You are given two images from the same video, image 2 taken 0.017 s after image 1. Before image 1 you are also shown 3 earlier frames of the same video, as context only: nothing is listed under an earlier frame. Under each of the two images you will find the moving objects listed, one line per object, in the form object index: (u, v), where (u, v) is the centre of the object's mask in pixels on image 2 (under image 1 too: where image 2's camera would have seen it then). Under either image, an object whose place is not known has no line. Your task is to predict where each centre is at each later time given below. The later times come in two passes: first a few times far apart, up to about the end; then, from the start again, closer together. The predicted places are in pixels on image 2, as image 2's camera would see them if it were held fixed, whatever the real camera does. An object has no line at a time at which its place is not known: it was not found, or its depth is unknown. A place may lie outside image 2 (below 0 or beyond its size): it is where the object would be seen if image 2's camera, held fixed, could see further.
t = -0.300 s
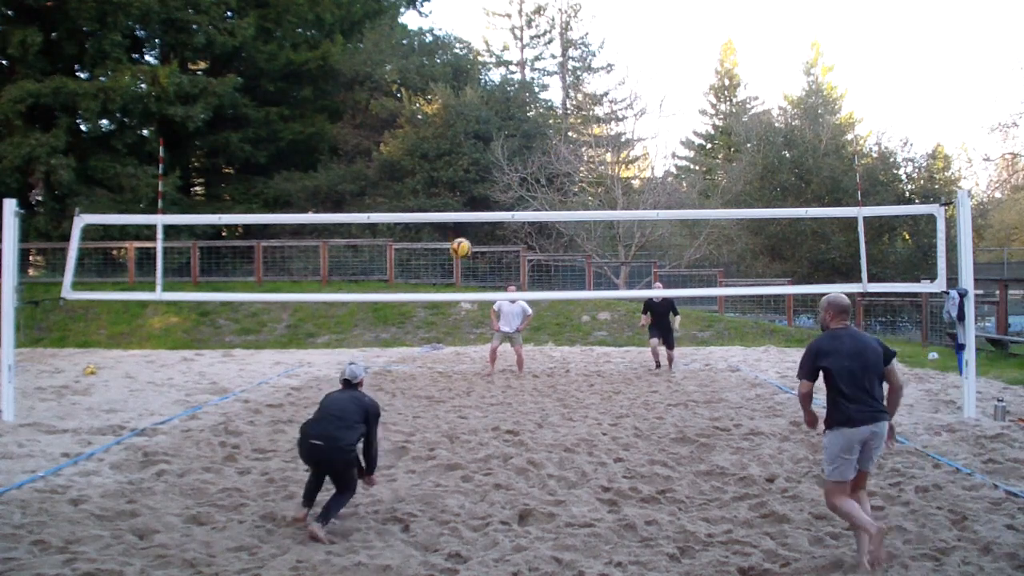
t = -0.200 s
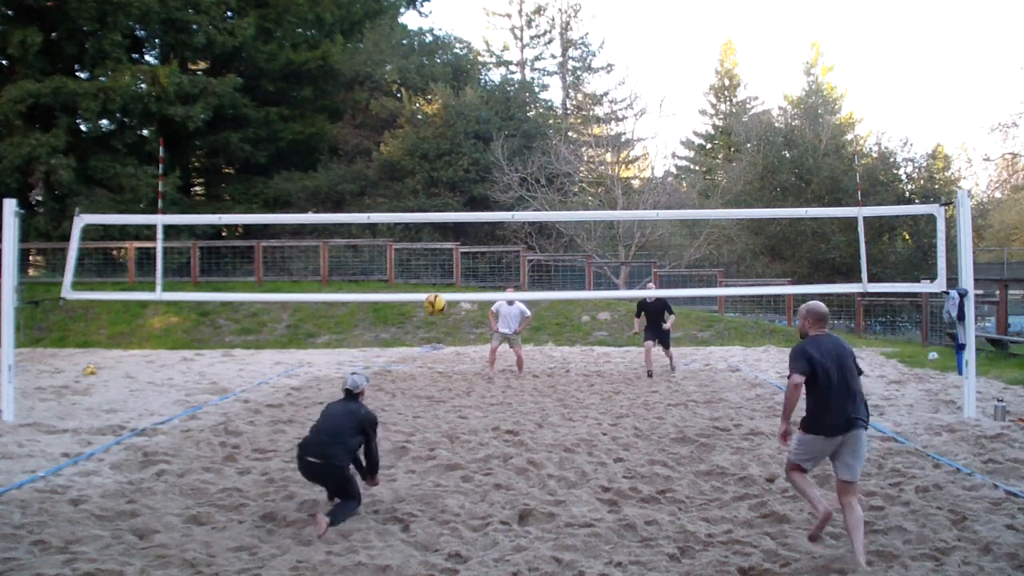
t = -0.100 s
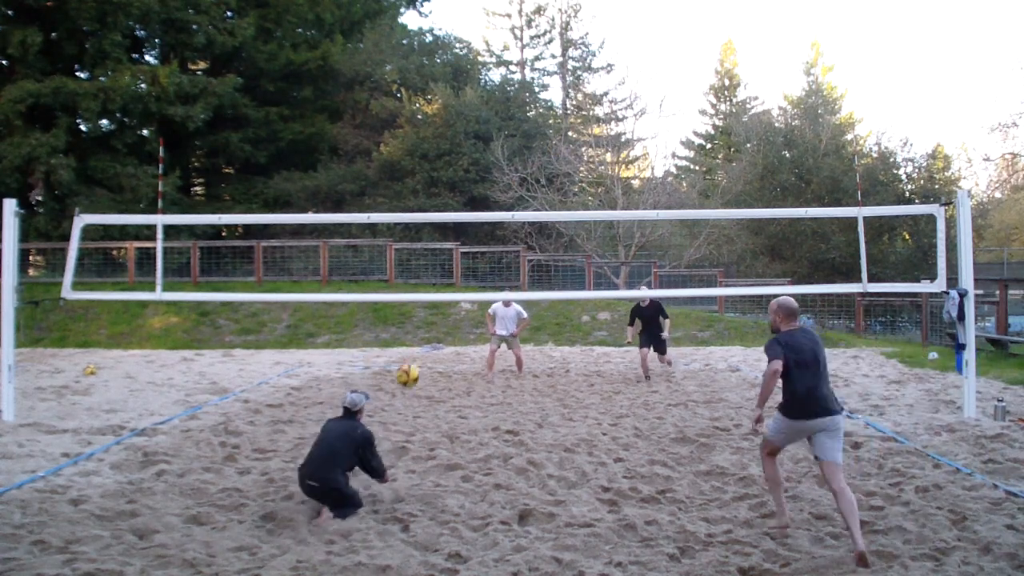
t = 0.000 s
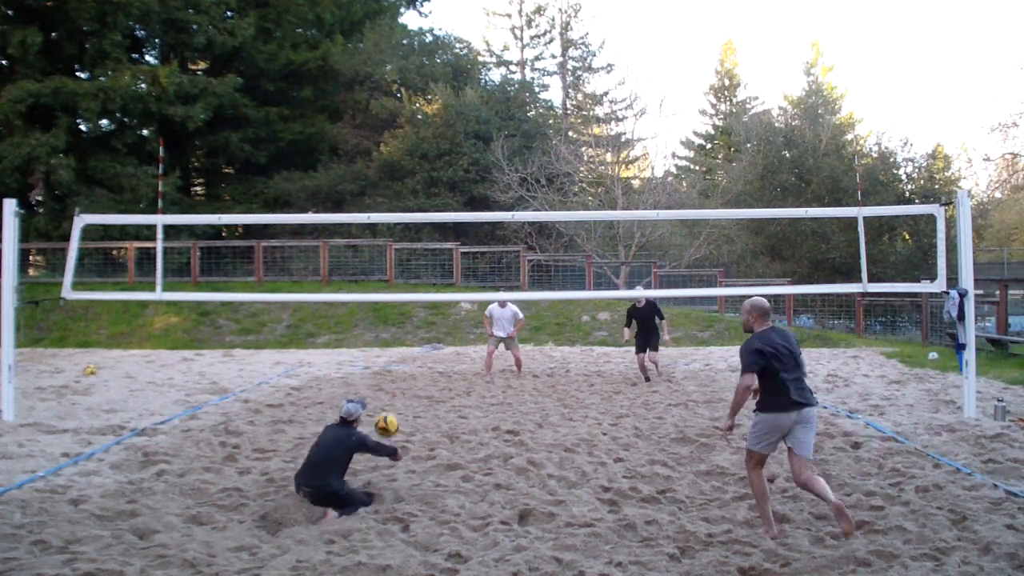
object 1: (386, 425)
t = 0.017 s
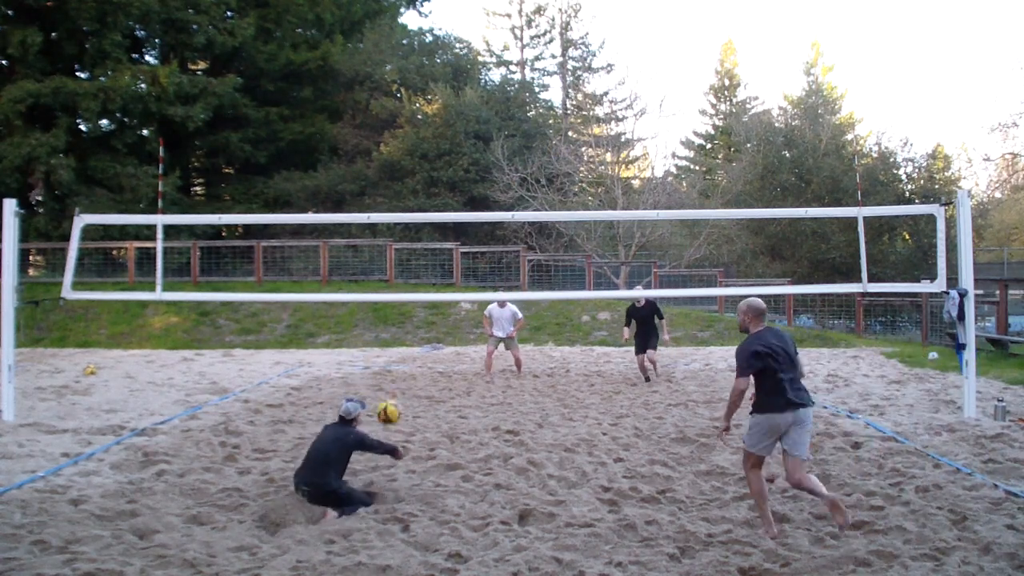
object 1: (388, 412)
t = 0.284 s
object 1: (414, 244)
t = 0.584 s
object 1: (443, 156)
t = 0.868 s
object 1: (471, 165)
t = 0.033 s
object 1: (390, 398)
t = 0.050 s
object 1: (391, 386)
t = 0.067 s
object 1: (393, 374)
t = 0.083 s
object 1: (395, 362)
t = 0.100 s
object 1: (396, 350)
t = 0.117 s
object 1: (398, 339)
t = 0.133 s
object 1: (400, 328)
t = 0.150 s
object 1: (401, 318)
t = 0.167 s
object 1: (402, 308)
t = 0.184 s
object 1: (404, 297)
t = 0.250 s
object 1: (411, 261)
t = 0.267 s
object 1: (412, 252)
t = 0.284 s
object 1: (414, 244)
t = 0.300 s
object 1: (415, 236)
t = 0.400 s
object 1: (425, 198)
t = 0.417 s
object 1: (427, 192)
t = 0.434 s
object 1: (428, 187)
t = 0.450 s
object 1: (430, 183)
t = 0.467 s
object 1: (431, 179)
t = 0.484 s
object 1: (433, 174)
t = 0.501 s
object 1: (435, 170)
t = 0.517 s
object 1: (436, 167)
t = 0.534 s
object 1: (438, 165)
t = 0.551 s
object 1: (439, 162)
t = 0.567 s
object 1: (441, 158)
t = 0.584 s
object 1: (443, 156)
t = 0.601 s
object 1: (445, 154)
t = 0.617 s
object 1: (446, 153)
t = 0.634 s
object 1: (447, 152)
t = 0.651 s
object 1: (449, 151)
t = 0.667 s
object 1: (451, 150)
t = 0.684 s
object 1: (452, 149)
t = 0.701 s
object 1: (455, 150)
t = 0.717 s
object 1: (456, 150)
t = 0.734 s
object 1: (458, 151)
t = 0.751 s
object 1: (459, 151)
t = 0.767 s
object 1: (461, 152)
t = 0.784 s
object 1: (462, 153)
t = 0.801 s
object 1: (464, 155)
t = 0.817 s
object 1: (466, 157)
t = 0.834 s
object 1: (467, 160)
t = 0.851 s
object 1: (469, 161)
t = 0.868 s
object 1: (471, 165)
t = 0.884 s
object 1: (473, 168)
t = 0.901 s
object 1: (474, 172)
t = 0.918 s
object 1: (476, 176)
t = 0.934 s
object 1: (478, 180)
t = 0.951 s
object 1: (479, 185)
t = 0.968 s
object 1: (481, 190)
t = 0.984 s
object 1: (483, 194)
